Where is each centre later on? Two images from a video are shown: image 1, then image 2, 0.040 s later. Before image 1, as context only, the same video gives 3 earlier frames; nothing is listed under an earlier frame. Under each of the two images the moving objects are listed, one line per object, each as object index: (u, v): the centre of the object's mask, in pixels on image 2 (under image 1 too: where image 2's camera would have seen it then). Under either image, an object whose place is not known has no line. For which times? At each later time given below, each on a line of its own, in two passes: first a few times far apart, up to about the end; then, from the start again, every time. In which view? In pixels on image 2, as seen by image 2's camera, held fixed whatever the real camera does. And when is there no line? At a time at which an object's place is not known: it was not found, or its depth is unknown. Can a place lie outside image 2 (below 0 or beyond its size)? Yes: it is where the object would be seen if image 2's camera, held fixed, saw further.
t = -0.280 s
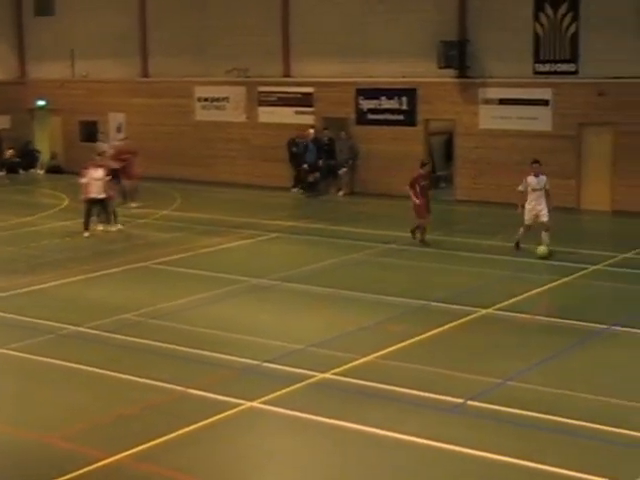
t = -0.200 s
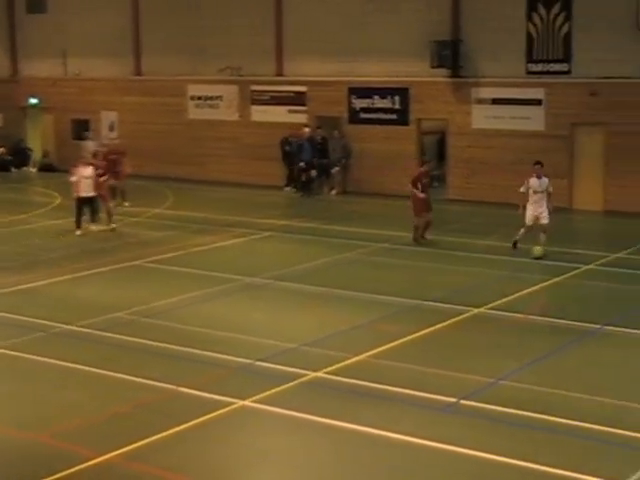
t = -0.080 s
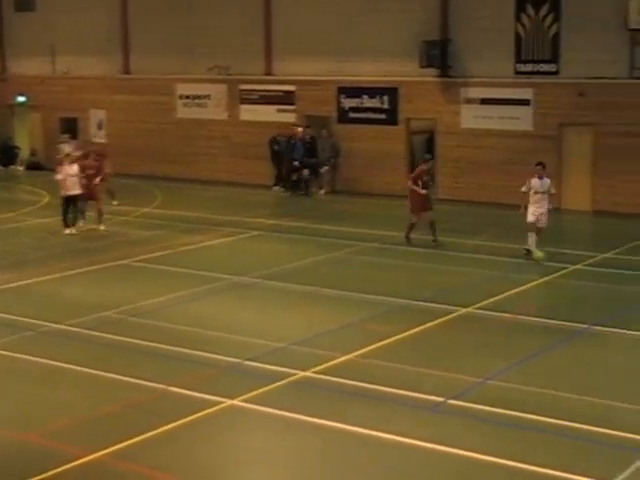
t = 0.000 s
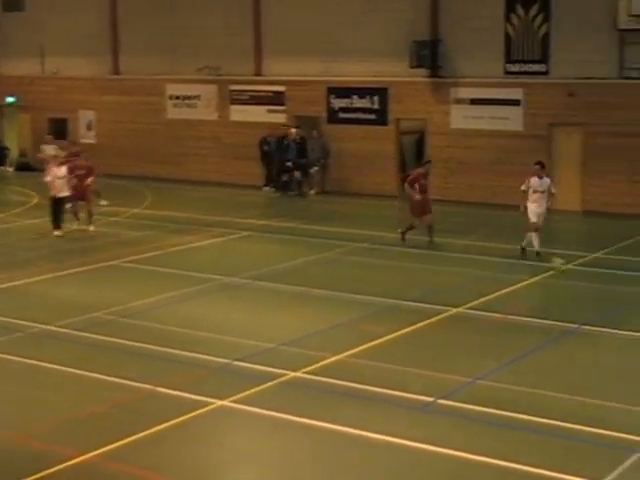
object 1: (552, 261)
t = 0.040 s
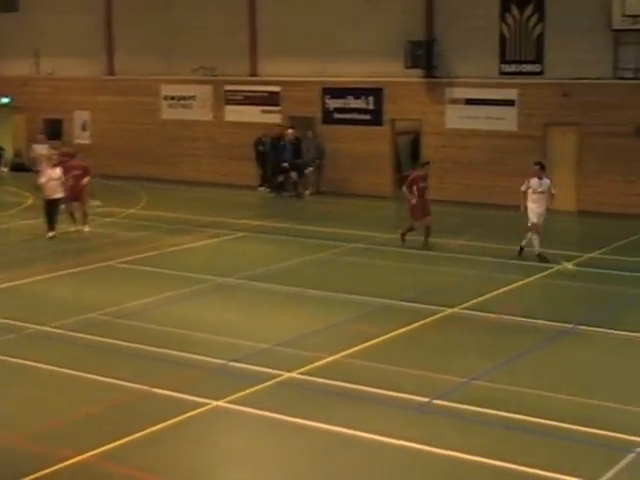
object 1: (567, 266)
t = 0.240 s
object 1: (641, 289)
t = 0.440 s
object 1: (721, 311)
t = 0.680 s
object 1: (818, 339)
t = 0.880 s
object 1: (897, 362)
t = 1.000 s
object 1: (952, 378)
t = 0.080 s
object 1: (583, 272)
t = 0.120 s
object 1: (597, 276)
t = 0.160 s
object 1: (613, 280)
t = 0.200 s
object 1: (627, 285)
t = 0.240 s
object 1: (641, 289)
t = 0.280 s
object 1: (658, 294)
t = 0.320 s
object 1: (673, 297)
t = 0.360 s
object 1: (689, 301)
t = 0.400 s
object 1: (705, 306)
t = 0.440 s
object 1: (721, 311)
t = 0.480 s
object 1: (738, 316)
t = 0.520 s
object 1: (753, 320)
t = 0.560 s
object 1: (769, 325)
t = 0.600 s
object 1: (786, 329)
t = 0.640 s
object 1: (802, 334)
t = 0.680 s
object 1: (818, 339)
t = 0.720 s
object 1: (834, 343)
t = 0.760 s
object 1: (850, 347)
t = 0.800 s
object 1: (866, 352)
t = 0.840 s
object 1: (883, 358)
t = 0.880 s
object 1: (897, 362)
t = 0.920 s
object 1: (914, 367)
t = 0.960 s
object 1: (934, 373)
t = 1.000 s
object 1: (952, 378)
